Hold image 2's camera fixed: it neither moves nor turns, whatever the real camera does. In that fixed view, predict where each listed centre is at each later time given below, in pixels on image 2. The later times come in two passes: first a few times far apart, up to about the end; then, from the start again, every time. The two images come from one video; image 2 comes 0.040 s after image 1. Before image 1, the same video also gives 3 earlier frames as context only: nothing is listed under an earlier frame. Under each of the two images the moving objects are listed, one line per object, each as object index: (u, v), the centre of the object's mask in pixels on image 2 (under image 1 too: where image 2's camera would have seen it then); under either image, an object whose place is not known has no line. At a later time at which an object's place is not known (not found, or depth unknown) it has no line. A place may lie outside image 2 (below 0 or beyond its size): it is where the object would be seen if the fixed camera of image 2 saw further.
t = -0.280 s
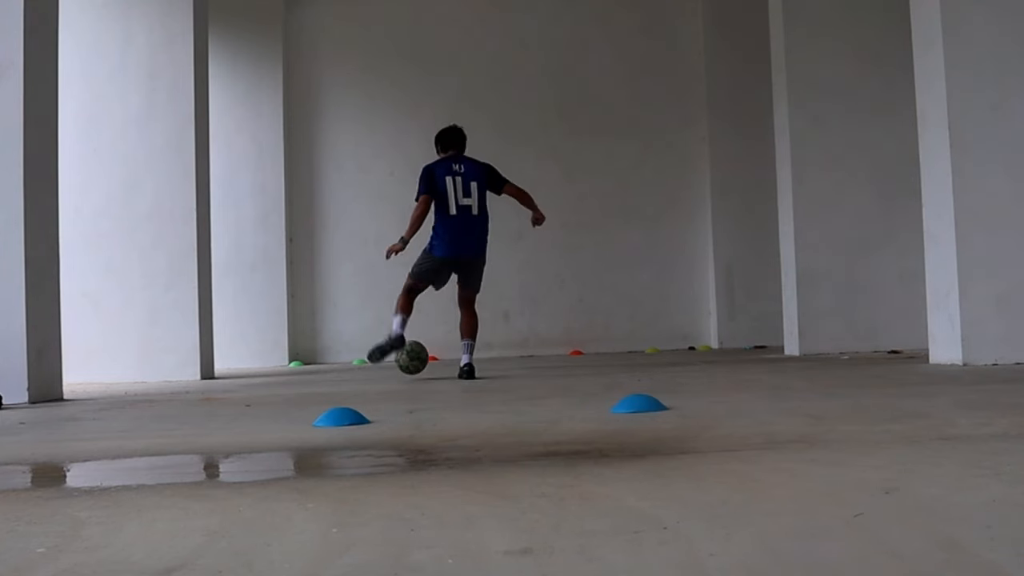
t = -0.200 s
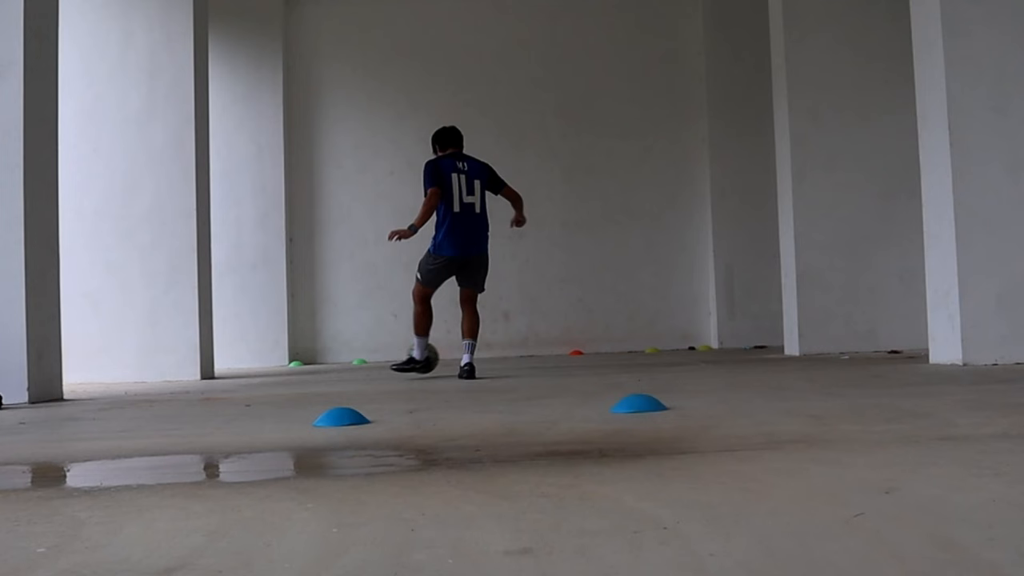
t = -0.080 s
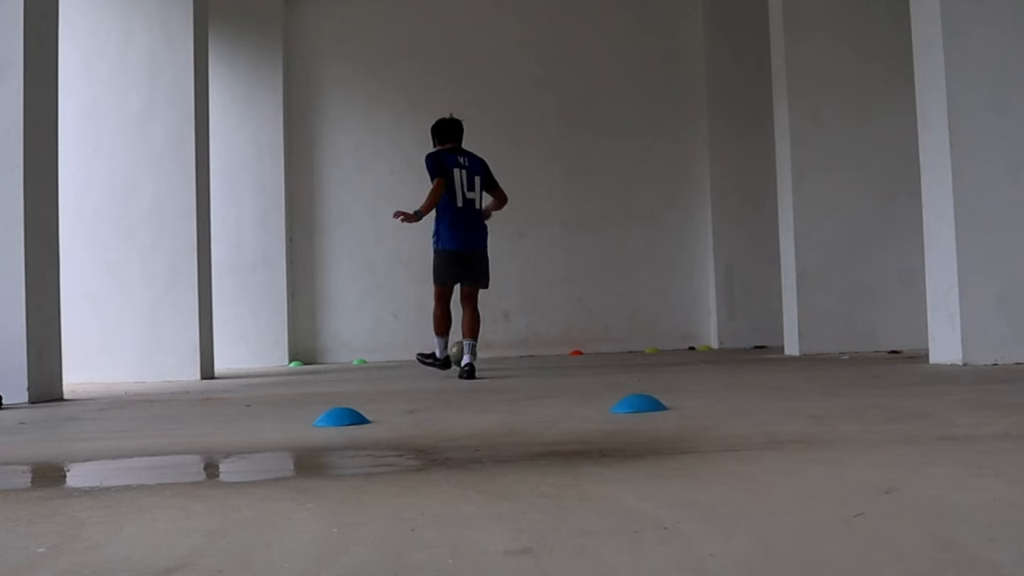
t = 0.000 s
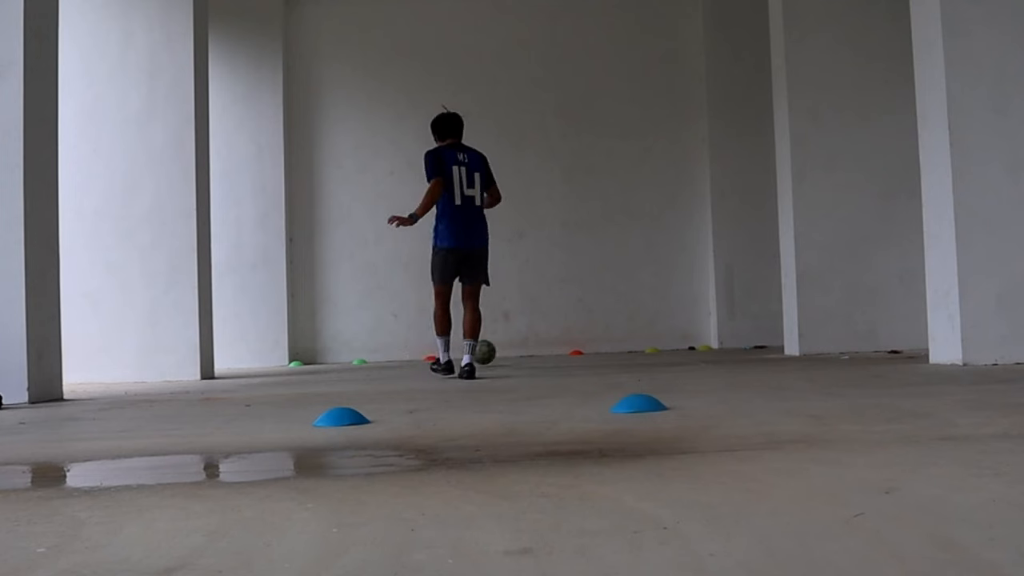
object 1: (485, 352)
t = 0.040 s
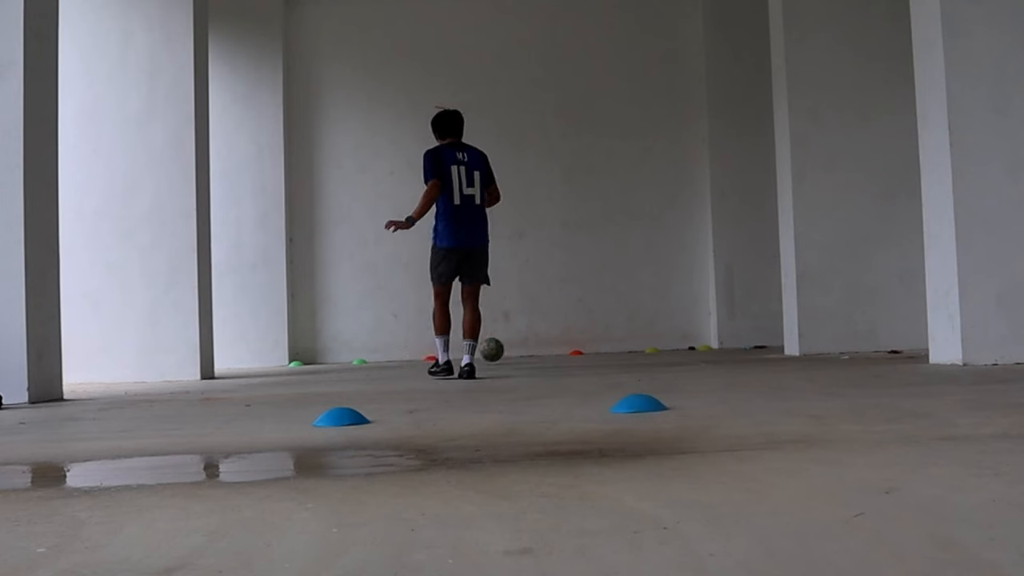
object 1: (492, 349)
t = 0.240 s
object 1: (526, 345)
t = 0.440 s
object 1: (546, 333)
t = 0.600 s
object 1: (564, 335)
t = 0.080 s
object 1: (500, 349)
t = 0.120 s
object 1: (507, 349)
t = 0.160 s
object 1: (514, 348)
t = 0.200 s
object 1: (520, 346)
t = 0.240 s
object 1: (526, 345)
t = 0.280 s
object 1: (531, 347)
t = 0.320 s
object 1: (536, 345)
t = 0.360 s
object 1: (539, 341)
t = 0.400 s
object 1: (543, 336)
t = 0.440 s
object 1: (546, 333)
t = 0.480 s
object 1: (550, 332)
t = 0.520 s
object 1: (554, 331)
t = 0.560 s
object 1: (559, 332)
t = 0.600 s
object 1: (564, 335)
